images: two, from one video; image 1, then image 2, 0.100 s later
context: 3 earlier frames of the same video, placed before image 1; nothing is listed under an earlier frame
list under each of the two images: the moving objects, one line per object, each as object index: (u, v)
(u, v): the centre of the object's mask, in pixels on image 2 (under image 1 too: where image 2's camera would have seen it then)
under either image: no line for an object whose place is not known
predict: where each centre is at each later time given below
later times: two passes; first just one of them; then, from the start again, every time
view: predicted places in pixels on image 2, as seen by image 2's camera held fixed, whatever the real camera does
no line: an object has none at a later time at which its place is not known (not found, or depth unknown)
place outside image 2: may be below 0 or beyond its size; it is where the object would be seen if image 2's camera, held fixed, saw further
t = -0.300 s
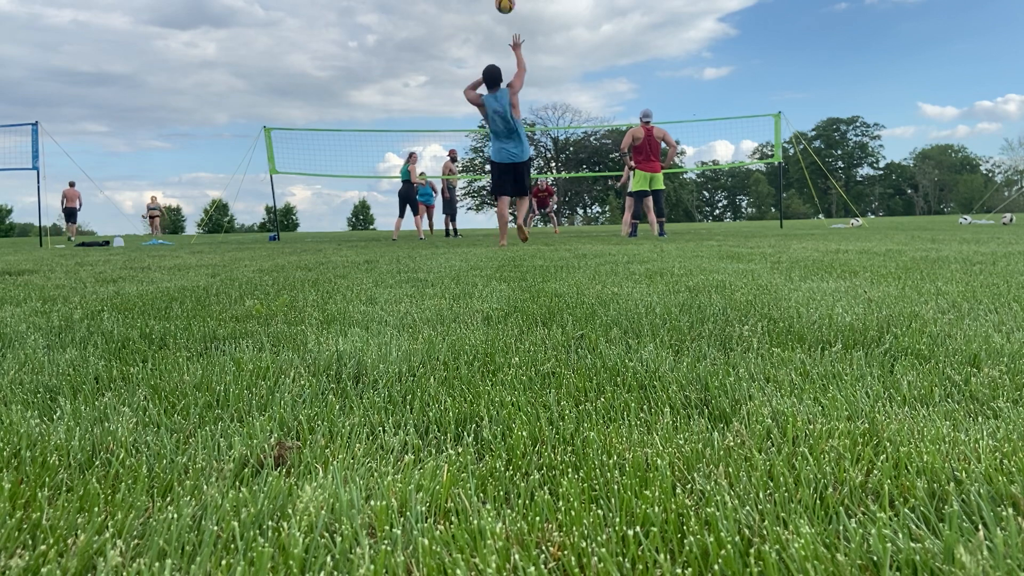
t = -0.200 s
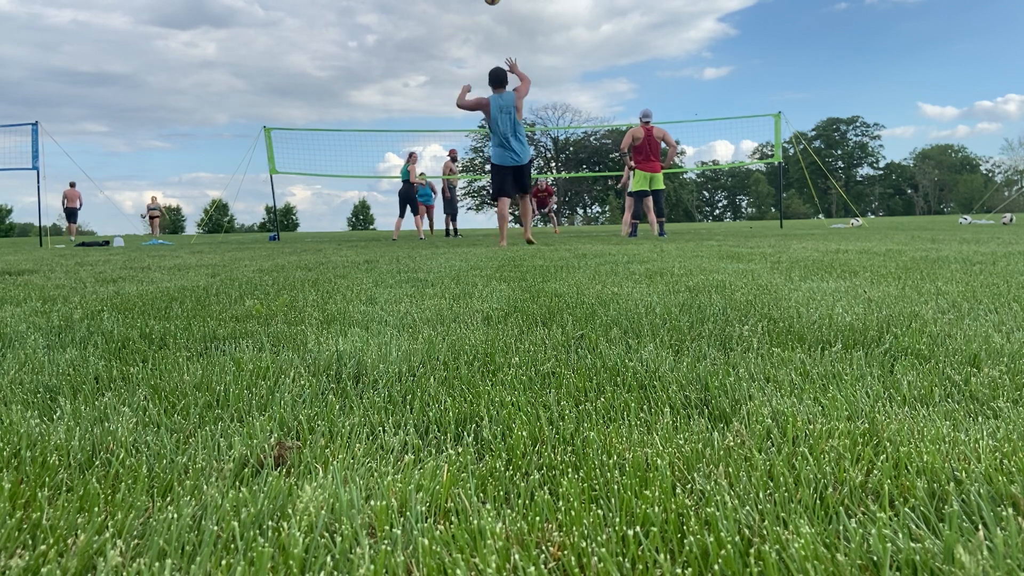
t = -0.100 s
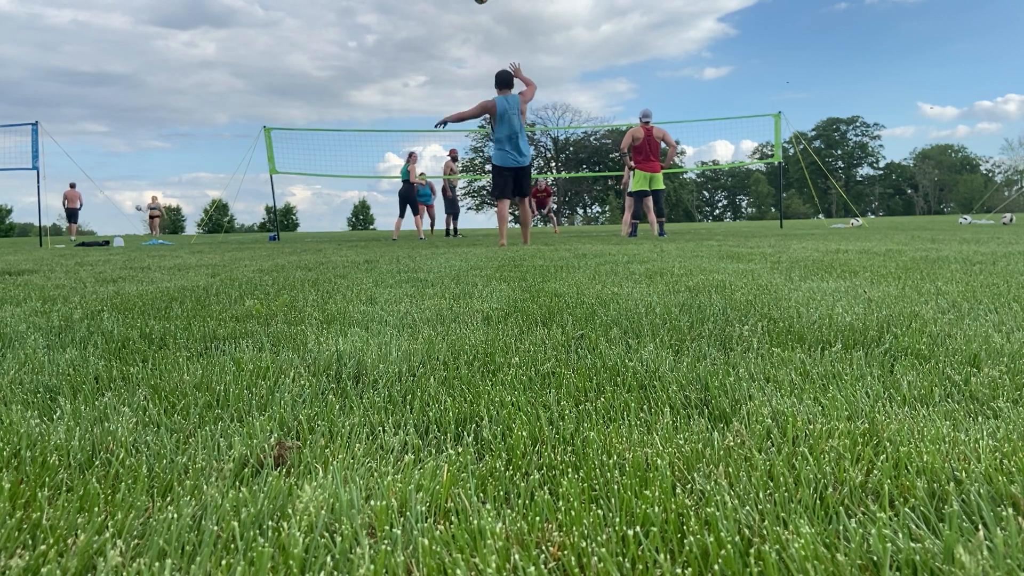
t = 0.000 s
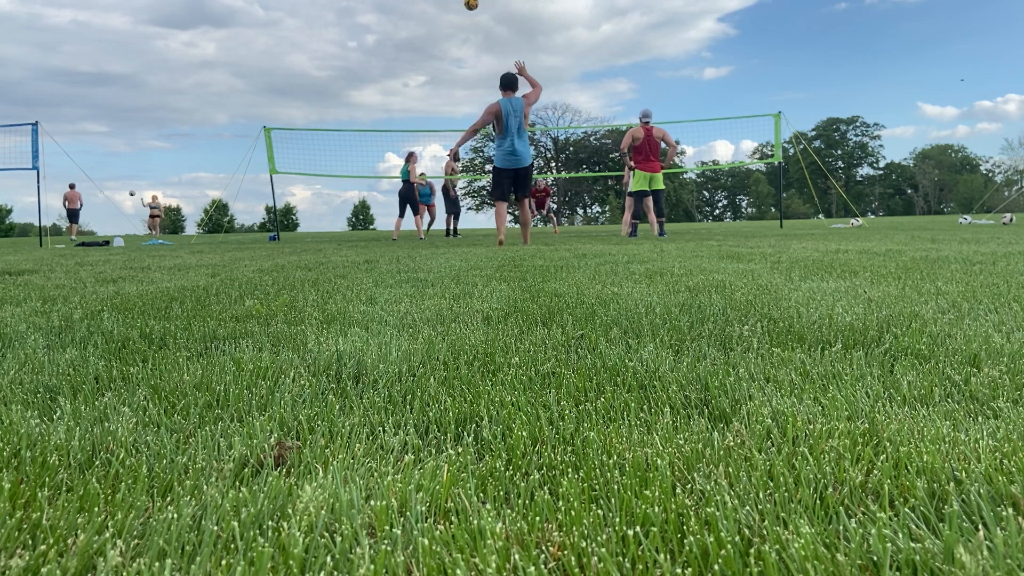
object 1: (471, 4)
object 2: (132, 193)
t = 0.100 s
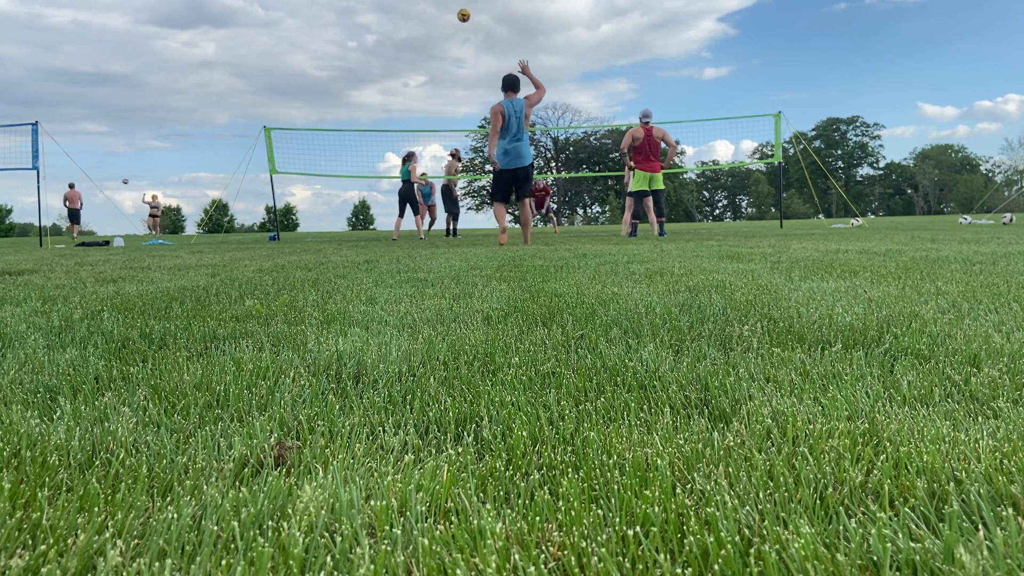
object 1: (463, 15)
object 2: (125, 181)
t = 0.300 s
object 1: (452, 51)
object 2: (111, 164)
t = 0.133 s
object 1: (461, 21)
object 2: (123, 177)
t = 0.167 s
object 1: (459, 26)
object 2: (121, 174)
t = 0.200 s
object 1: (457, 32)
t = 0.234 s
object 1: (456, 38)
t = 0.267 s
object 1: (454, 44)
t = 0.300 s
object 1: (452, 51)
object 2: (111, 164)
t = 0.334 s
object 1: (450, 58)
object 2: (109, 162)
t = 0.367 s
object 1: (449, 66)
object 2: (107, 161)
